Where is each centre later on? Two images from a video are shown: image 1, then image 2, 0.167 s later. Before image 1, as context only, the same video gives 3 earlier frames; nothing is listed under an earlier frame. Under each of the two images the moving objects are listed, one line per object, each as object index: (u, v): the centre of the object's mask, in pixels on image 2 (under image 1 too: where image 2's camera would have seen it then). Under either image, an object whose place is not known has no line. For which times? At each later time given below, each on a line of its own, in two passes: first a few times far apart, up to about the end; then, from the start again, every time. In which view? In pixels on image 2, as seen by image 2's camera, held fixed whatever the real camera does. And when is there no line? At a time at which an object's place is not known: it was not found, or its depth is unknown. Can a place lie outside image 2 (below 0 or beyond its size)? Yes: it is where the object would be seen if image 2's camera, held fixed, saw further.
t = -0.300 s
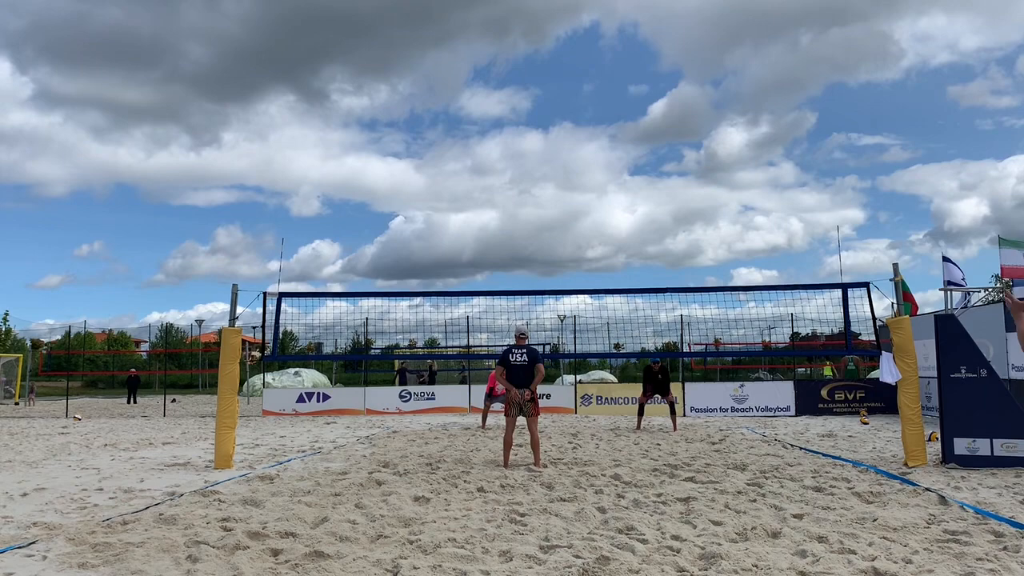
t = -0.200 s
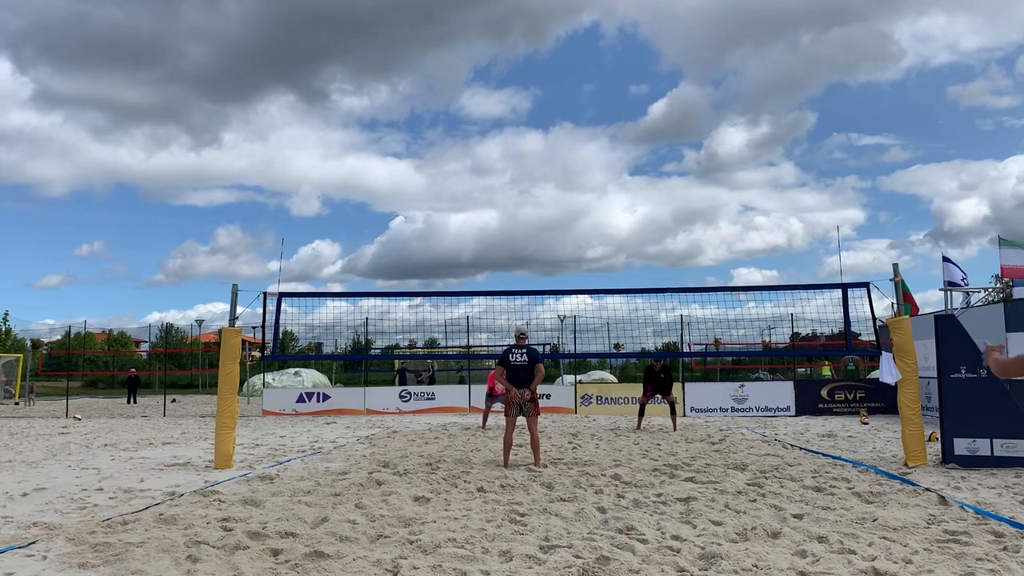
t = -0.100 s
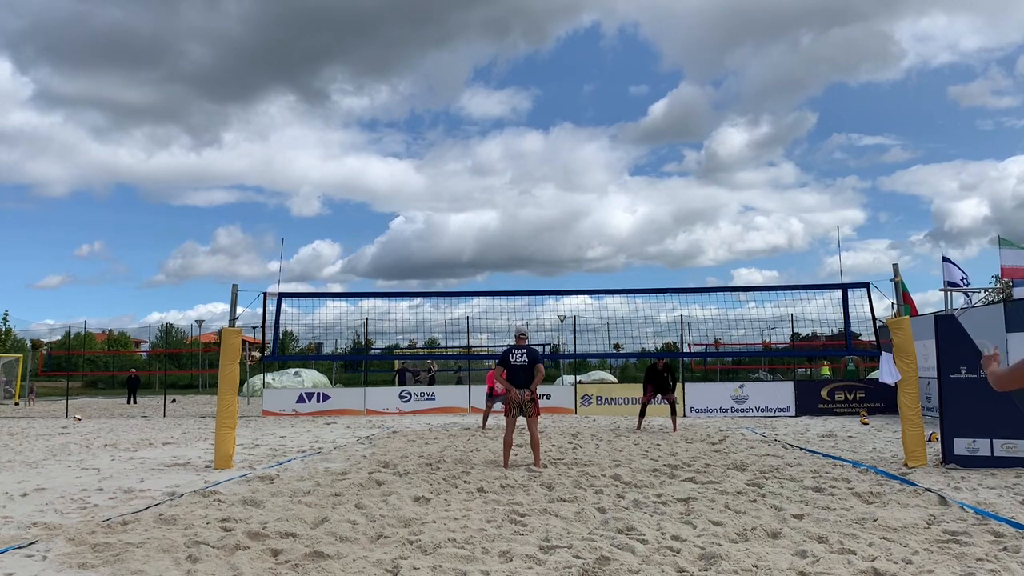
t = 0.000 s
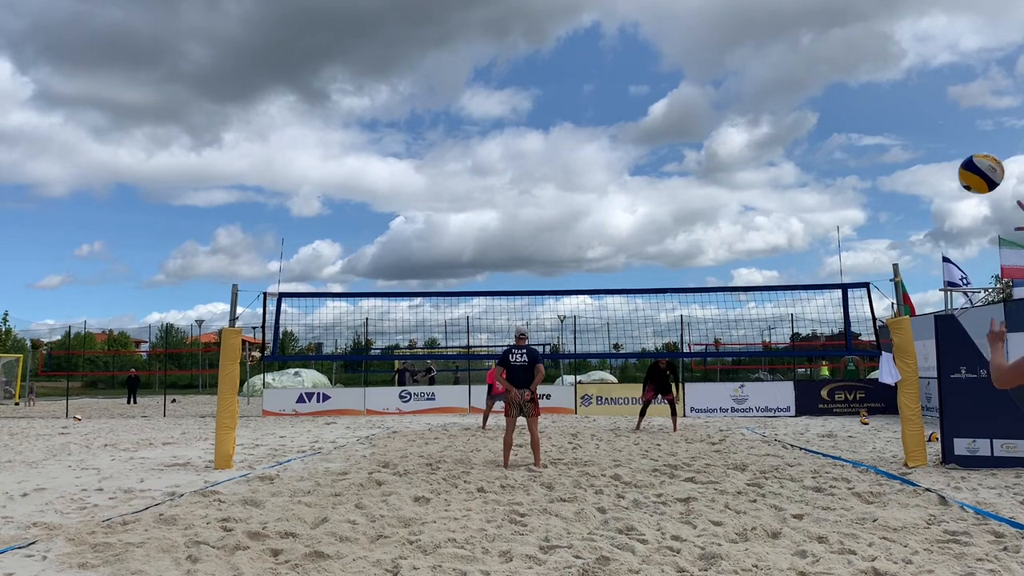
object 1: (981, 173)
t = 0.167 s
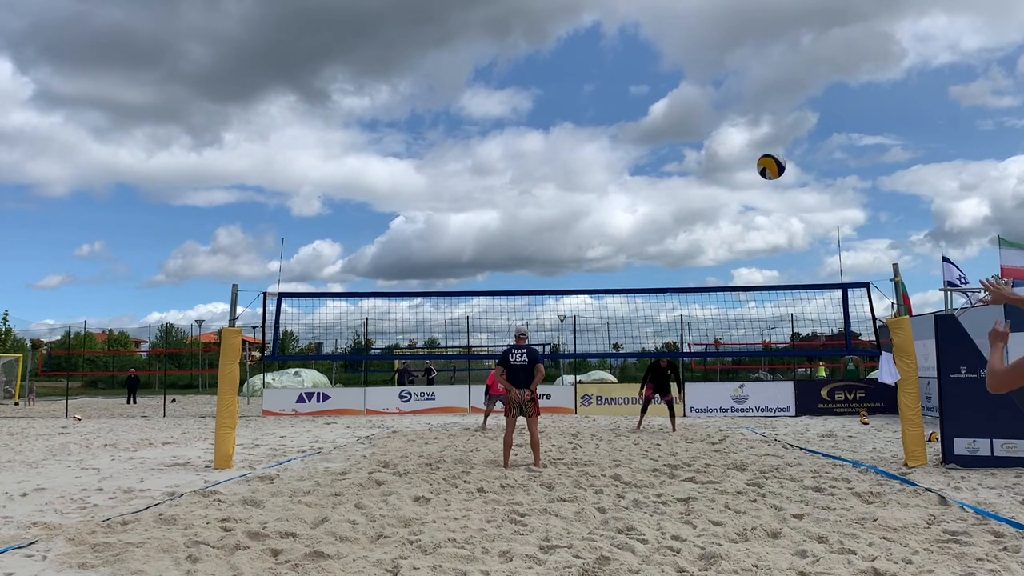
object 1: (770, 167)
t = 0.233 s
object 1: (724, 173)
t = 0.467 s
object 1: (630, 211)
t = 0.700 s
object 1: (578, 265)
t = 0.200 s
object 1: (745, 169)
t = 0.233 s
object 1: (724, 173)
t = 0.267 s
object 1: (705, 176)
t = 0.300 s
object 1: (689, 181)
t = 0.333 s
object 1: (674, 186)
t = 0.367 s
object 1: (661, 192)
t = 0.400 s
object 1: (650, 198)
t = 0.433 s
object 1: (639, 204)
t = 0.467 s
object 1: (630, 211)
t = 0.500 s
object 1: (621, 218)
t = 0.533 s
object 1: (613, 225)
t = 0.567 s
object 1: (605, 233)
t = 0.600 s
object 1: (598, 241)
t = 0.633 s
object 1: (591, 249)
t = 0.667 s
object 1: (584, 257)
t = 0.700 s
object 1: (578, 265)
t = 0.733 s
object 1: (572, 274)
